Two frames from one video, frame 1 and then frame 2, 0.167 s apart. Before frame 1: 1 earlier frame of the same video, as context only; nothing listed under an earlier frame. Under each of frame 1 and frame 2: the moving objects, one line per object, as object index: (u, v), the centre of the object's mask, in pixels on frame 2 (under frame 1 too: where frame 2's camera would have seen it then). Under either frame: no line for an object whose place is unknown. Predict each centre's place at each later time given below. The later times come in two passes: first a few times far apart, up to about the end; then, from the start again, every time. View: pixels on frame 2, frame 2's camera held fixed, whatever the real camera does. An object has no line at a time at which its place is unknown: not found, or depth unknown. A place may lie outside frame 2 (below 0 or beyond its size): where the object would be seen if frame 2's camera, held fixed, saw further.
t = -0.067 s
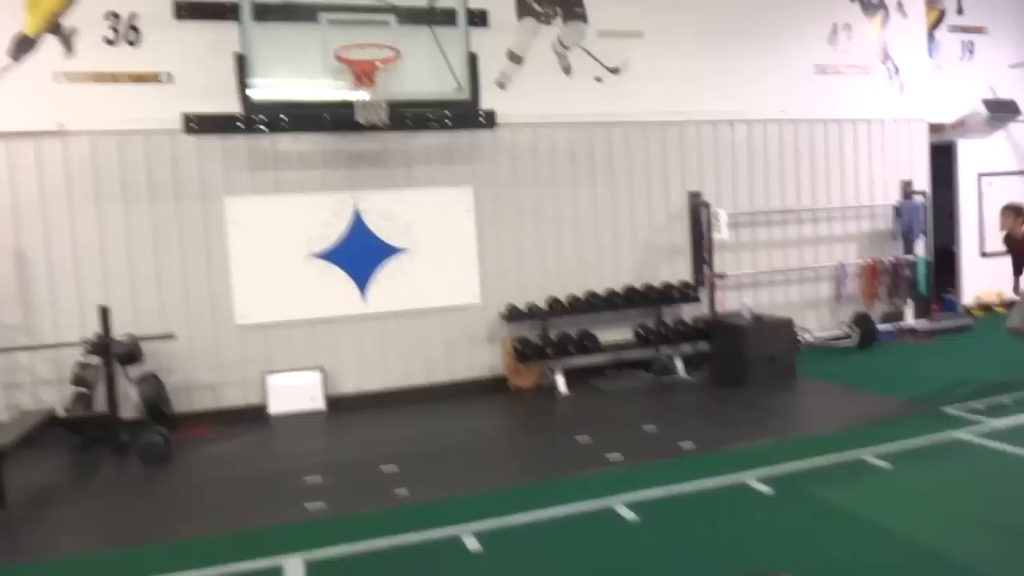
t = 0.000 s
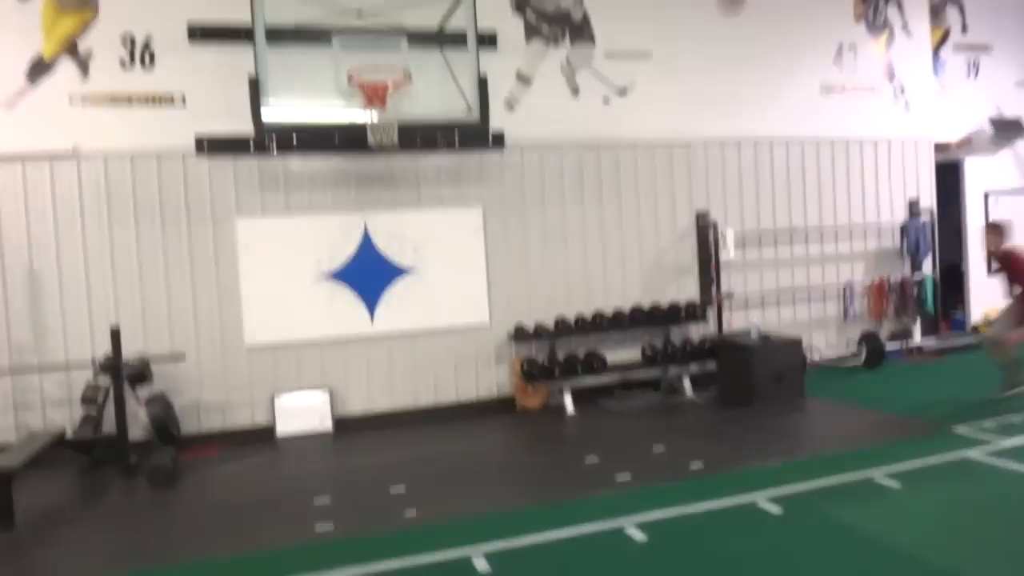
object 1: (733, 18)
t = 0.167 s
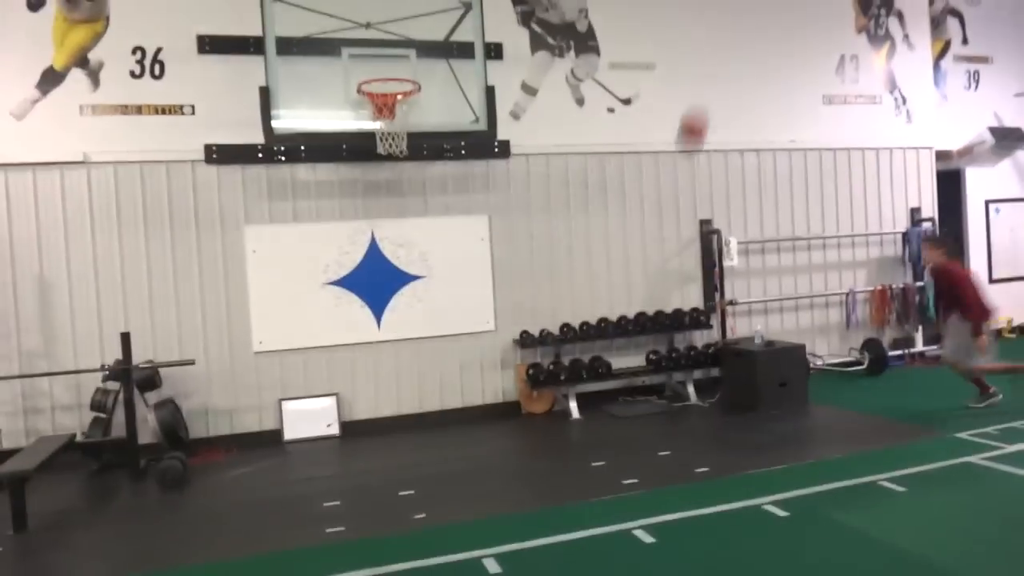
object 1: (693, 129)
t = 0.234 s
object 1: (674, 194)
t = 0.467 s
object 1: (615, 442)
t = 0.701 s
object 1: (572, 288)
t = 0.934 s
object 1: (533, 183)
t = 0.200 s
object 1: (684, 160)
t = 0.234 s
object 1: (674, 194)
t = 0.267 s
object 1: (665, 224)
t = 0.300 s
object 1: (656, 260)
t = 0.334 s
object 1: (649, 292)
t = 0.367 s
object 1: (640, 329)
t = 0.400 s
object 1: (630, 372)
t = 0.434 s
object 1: (622, 410)
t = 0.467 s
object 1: (615, 442)
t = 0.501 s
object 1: (609, 428)
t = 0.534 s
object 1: (602, 404)
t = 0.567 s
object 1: (597, 377)
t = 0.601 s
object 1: (591, 352)
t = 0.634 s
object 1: (583, 328)
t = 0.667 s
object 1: (578, 306)
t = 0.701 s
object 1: (572, 288)
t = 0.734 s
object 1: (566, 268)
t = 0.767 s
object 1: (560, 251)
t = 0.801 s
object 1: (555, 234)
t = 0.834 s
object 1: (549, 219)
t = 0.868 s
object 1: (543, 206)
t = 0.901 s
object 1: (538, 193)
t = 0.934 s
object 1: (533, 183)
